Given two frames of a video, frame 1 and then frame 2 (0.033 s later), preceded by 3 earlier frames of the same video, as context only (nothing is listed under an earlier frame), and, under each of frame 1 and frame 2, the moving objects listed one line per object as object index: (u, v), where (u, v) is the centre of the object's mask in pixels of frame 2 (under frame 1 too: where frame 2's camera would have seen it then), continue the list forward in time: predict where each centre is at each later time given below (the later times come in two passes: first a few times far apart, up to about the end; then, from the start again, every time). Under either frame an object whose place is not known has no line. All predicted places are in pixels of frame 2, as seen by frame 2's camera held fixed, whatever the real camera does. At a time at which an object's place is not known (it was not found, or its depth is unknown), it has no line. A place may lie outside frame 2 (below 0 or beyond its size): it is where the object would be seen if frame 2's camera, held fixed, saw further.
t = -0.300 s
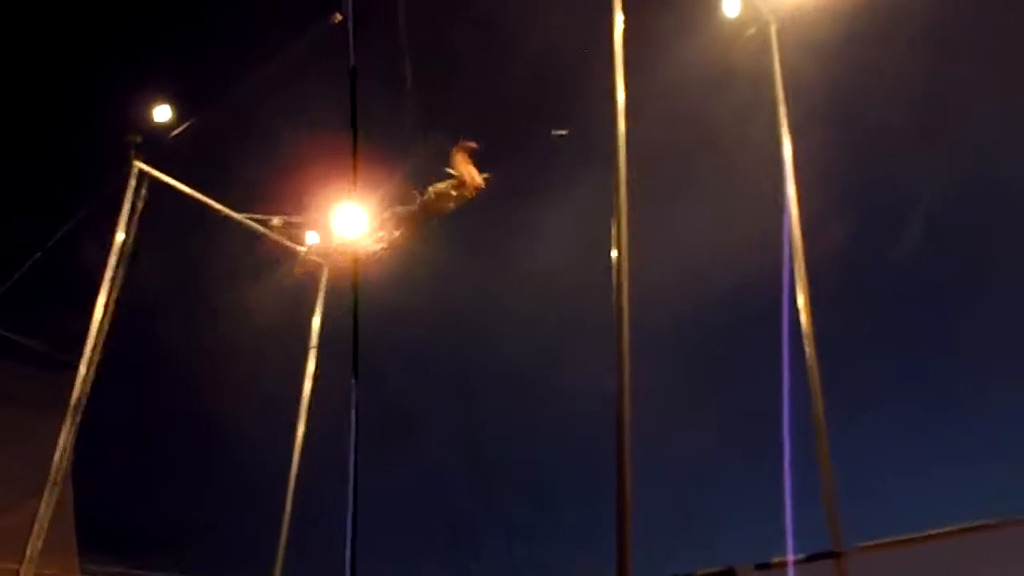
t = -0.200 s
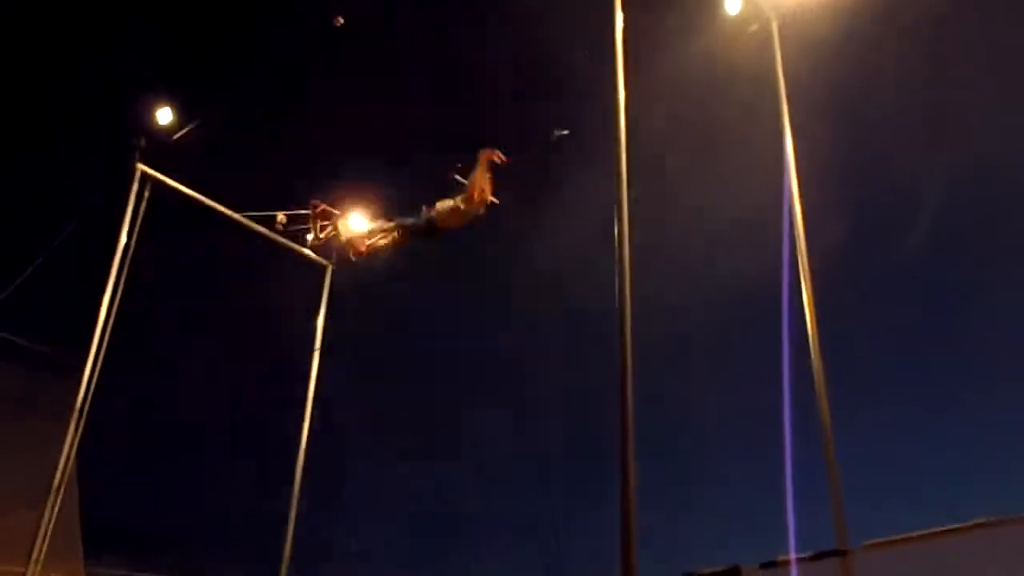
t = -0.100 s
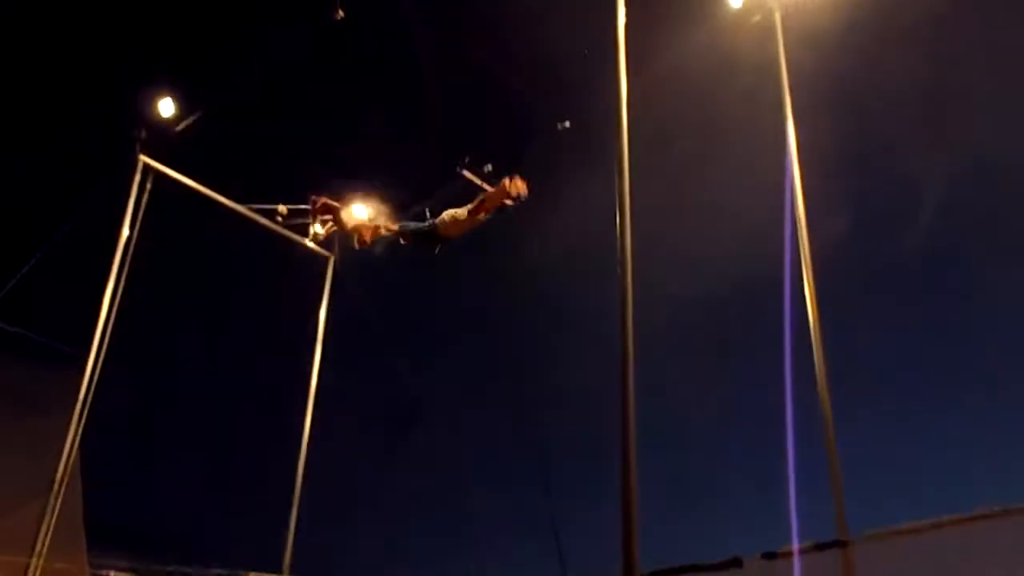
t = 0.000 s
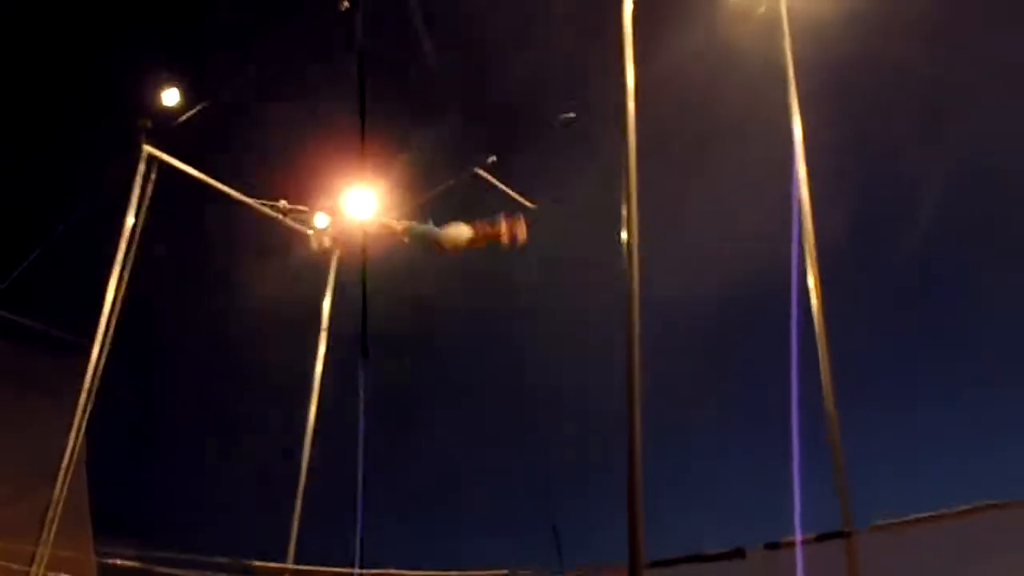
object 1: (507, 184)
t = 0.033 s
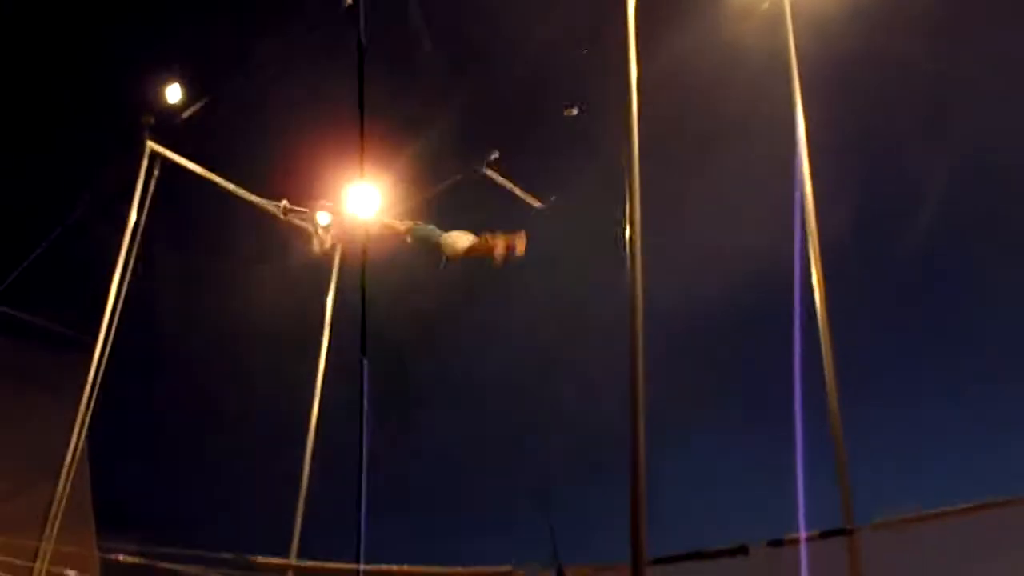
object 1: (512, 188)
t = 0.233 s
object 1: (558, 212)
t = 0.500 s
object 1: (673, 227)
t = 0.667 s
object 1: (753, 206)
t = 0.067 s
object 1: (518, 191)
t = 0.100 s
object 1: (524, 195)
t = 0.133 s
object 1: (532, 199)
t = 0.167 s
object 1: (540, 204)
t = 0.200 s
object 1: (547, 207)
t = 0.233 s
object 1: (558, 212)
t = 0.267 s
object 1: (570, 215)
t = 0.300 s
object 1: (579, 218)
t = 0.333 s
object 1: (588, 218)
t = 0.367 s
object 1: (595, 218)
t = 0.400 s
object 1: (601, 218)
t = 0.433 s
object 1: (607, 217)
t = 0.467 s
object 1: (665, 230)
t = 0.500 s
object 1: (673, 227)
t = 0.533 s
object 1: (682, 223)
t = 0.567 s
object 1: (692, 220)
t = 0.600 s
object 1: (716, 217)
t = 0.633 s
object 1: (734, 212)
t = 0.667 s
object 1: (753, 206)
